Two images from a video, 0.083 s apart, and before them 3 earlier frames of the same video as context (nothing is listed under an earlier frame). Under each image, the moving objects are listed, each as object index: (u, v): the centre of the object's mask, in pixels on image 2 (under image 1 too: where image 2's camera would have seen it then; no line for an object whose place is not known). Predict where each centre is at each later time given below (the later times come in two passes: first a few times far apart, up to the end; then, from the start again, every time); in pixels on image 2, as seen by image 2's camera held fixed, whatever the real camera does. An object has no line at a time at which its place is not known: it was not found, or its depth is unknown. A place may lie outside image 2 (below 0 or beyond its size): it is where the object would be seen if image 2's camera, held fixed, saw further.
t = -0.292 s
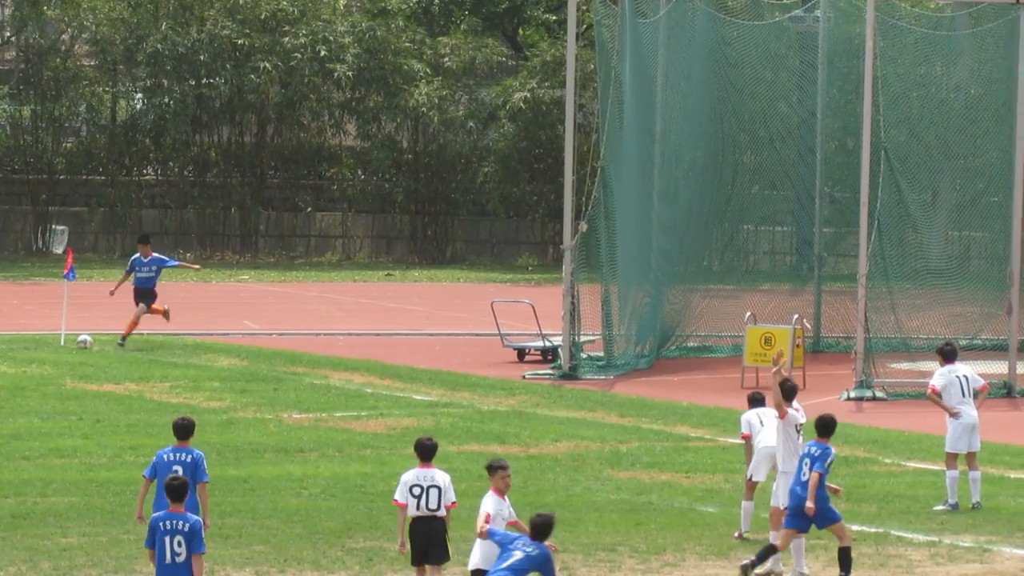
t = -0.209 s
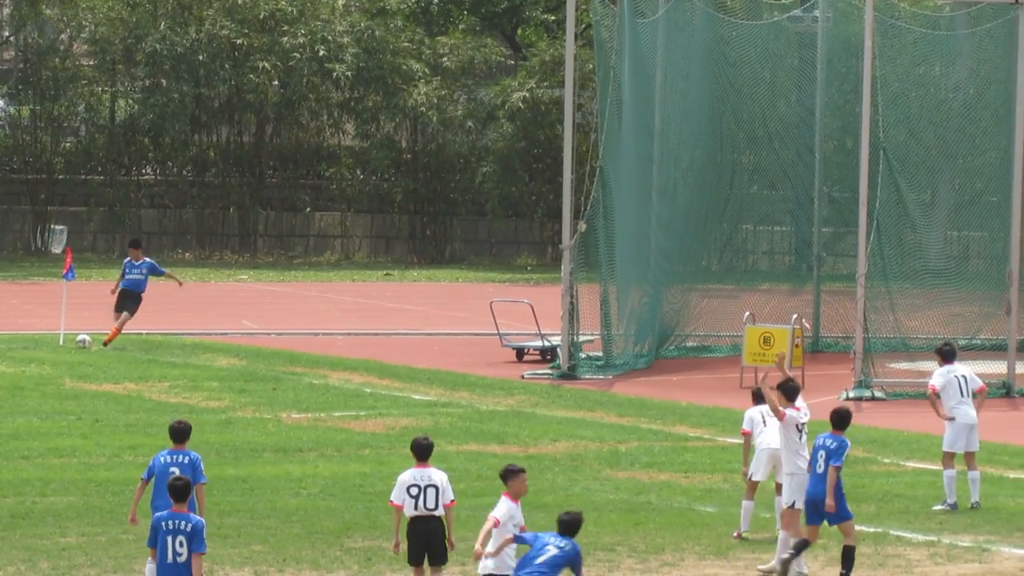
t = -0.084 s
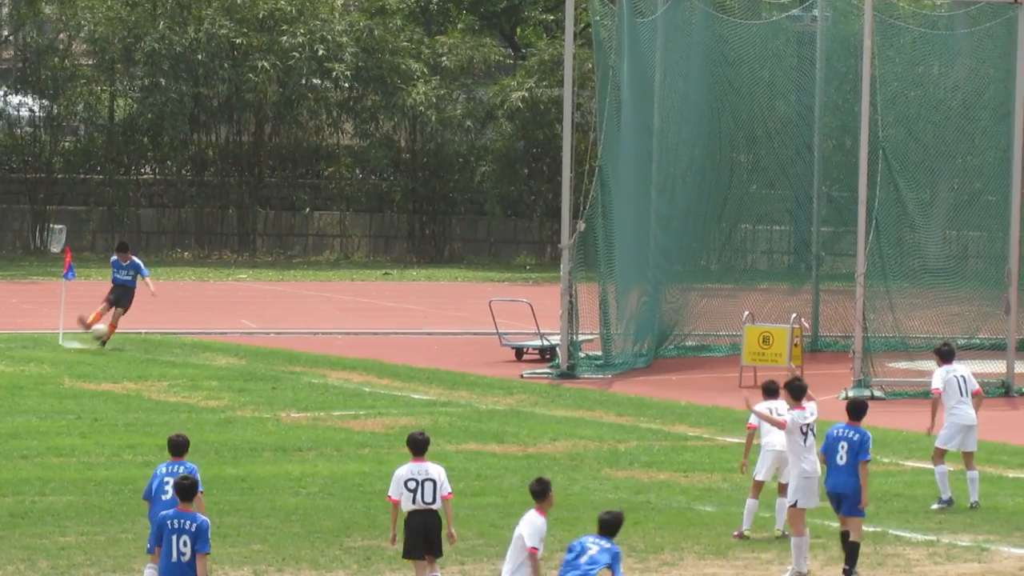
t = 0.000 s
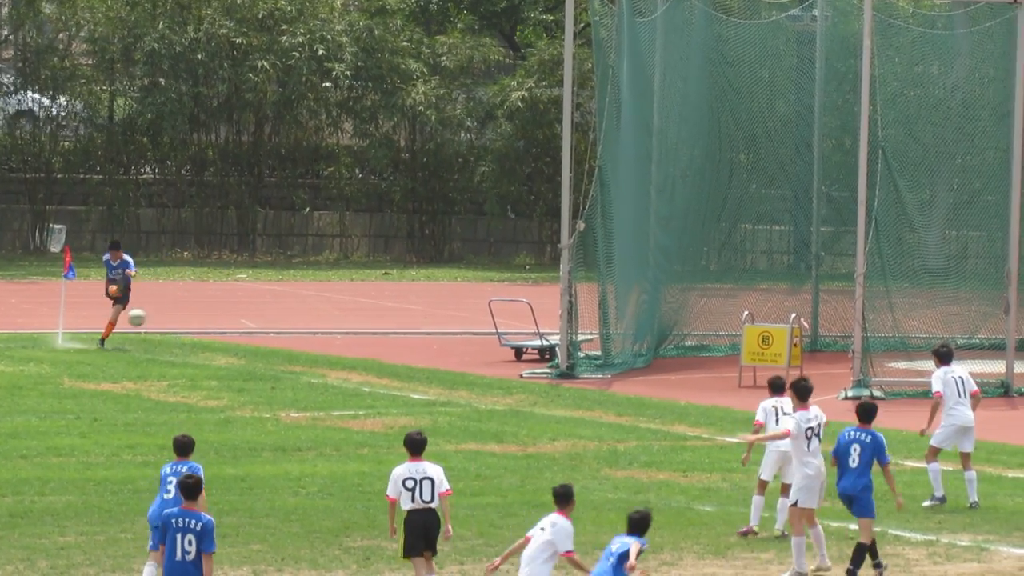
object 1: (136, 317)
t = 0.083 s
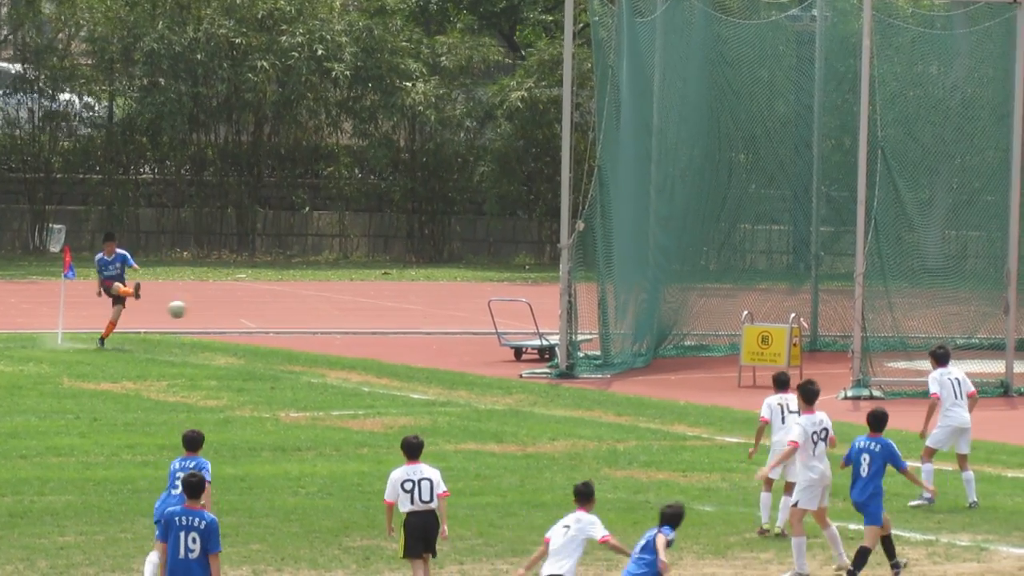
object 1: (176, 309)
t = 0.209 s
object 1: (245, 308)
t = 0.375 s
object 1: (348, 329)
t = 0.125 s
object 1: (199, 307)
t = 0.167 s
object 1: (221, 307)
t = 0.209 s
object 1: (245, 308)
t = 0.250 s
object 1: (269, 311)
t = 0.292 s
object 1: (294, 315)
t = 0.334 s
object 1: (320, 321)
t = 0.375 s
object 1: (348, 329)
